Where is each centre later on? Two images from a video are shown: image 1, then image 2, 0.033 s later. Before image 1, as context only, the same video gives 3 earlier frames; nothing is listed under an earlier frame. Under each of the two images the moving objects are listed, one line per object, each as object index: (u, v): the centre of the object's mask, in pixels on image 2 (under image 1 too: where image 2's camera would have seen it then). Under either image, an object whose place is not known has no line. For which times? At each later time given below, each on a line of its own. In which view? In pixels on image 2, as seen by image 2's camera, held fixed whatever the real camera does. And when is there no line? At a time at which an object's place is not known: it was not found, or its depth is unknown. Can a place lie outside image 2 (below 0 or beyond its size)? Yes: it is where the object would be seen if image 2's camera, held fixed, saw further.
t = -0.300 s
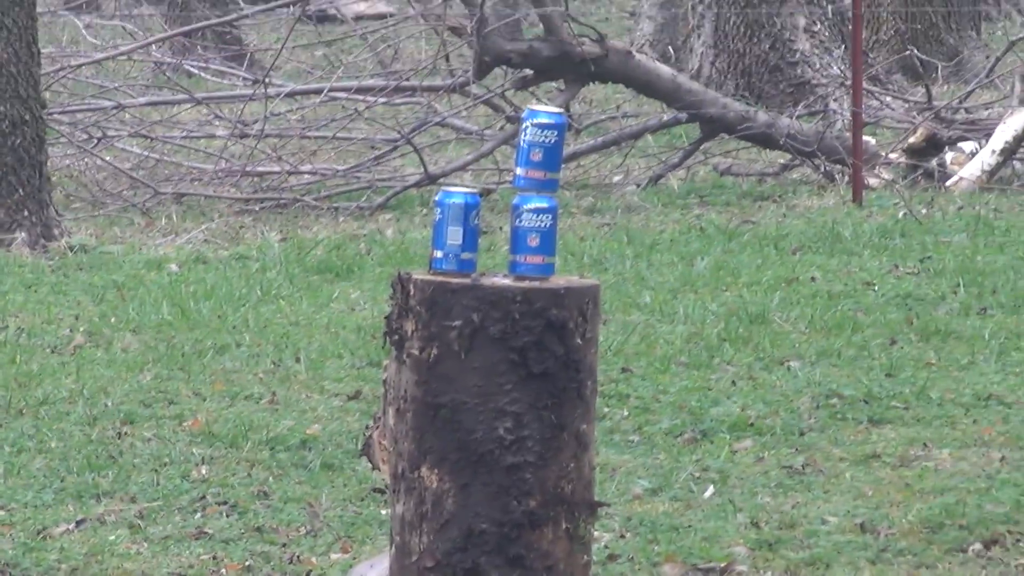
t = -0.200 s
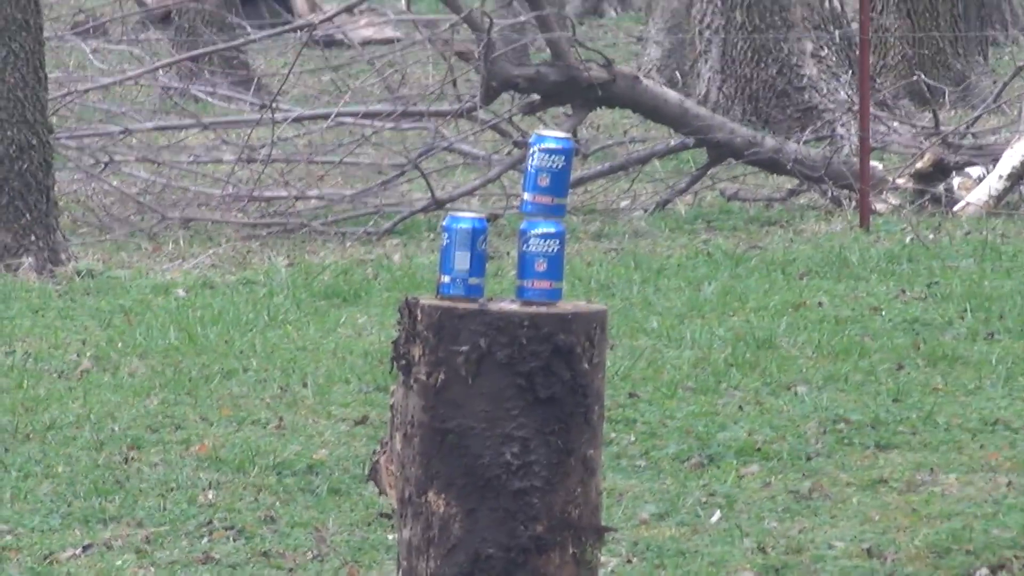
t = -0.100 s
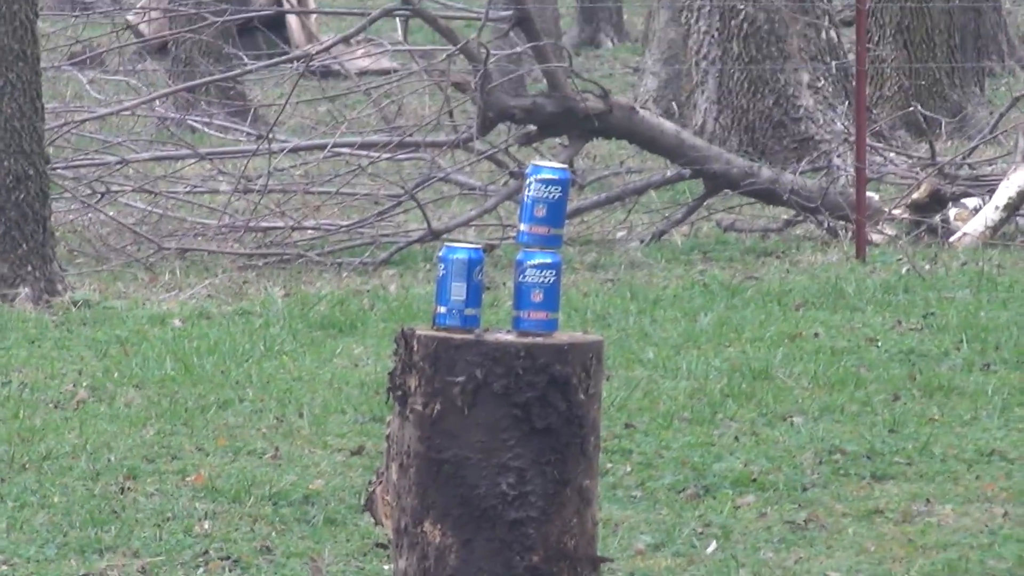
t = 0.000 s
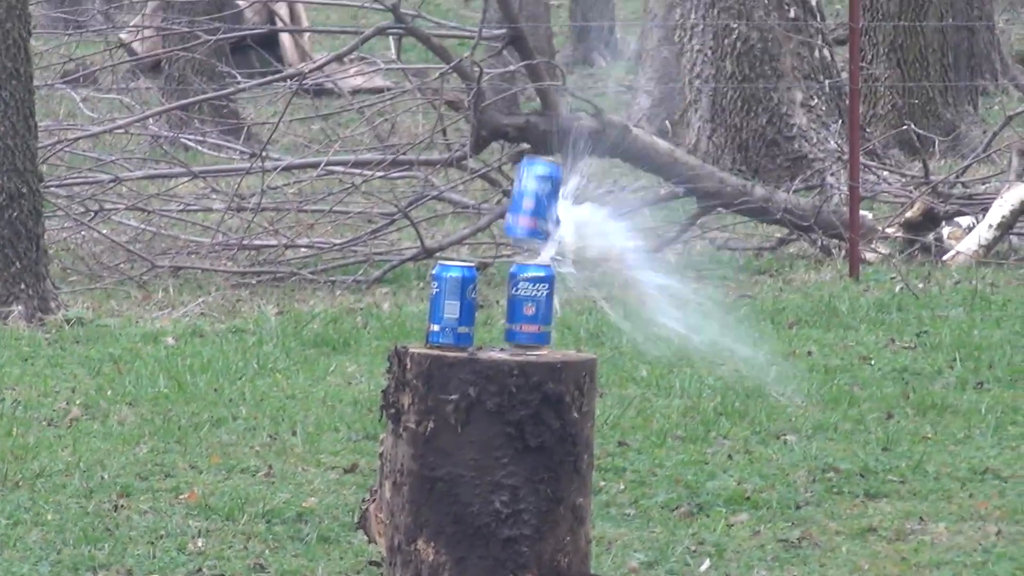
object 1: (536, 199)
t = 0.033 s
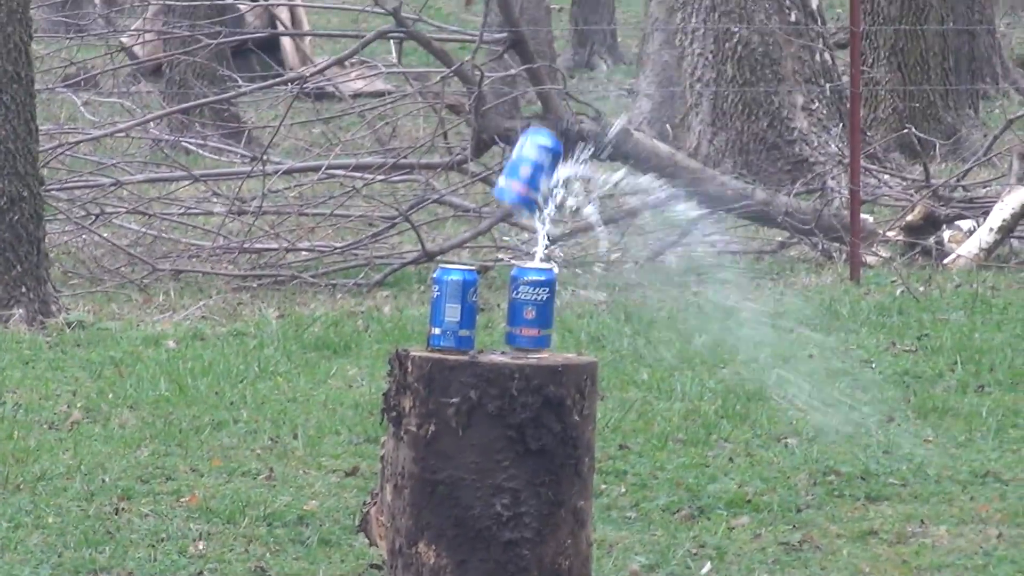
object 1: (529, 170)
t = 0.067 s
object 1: (523, 146)
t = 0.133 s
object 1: (512, 117)
